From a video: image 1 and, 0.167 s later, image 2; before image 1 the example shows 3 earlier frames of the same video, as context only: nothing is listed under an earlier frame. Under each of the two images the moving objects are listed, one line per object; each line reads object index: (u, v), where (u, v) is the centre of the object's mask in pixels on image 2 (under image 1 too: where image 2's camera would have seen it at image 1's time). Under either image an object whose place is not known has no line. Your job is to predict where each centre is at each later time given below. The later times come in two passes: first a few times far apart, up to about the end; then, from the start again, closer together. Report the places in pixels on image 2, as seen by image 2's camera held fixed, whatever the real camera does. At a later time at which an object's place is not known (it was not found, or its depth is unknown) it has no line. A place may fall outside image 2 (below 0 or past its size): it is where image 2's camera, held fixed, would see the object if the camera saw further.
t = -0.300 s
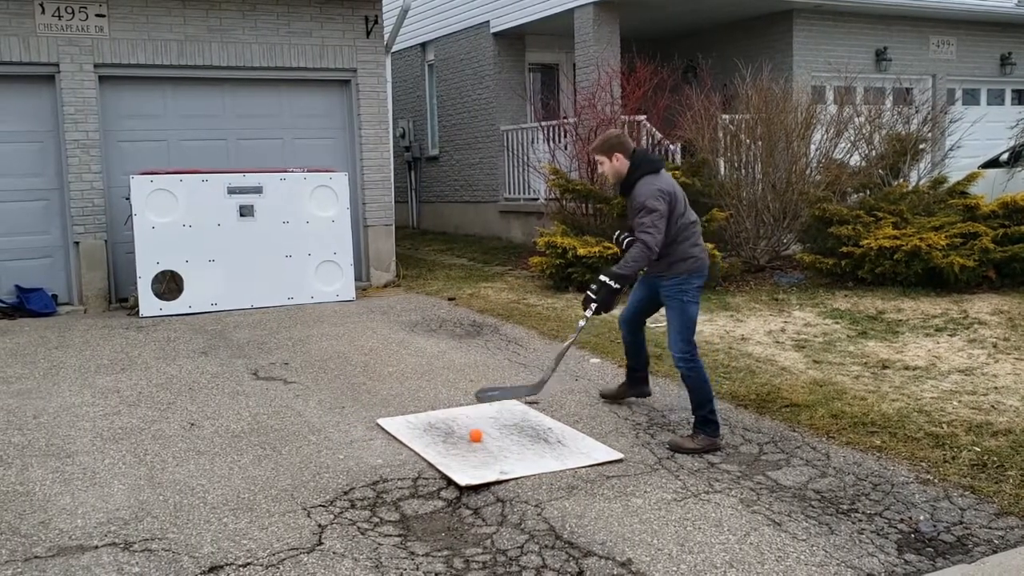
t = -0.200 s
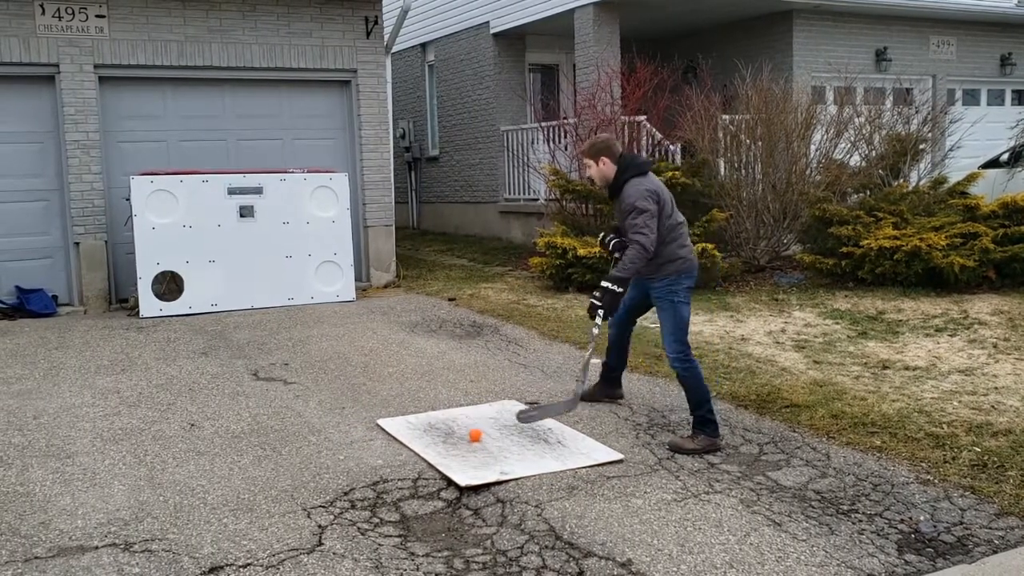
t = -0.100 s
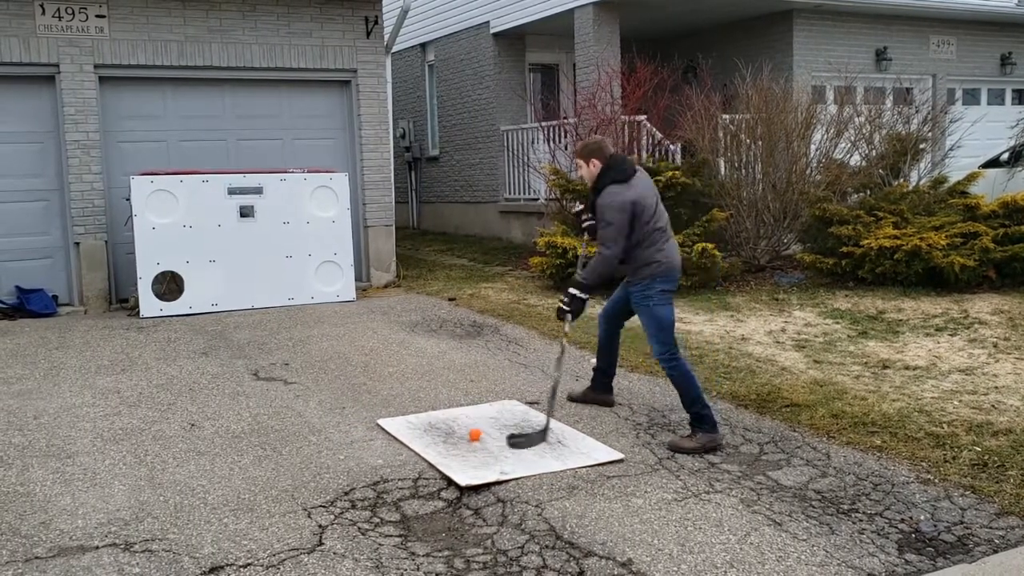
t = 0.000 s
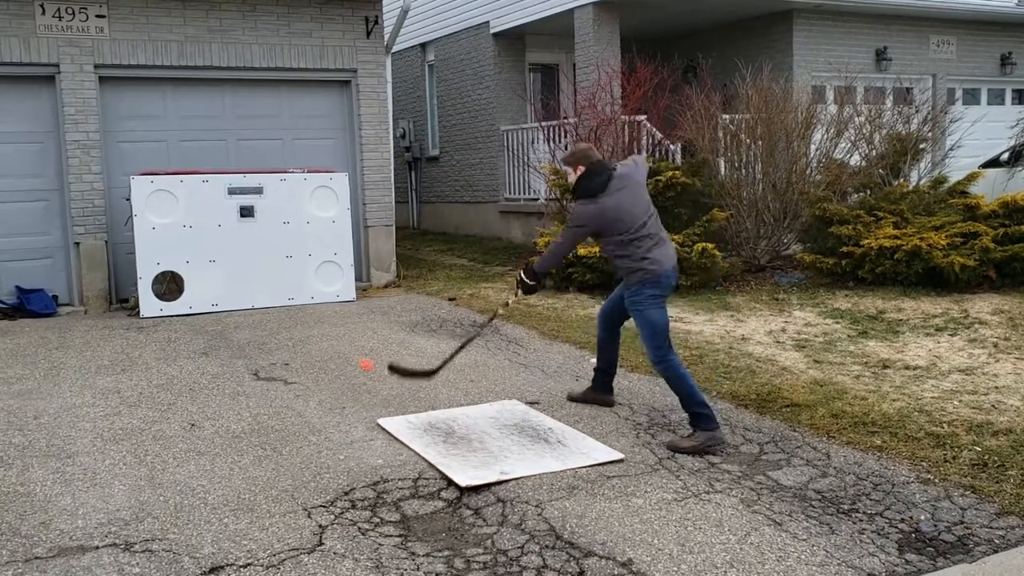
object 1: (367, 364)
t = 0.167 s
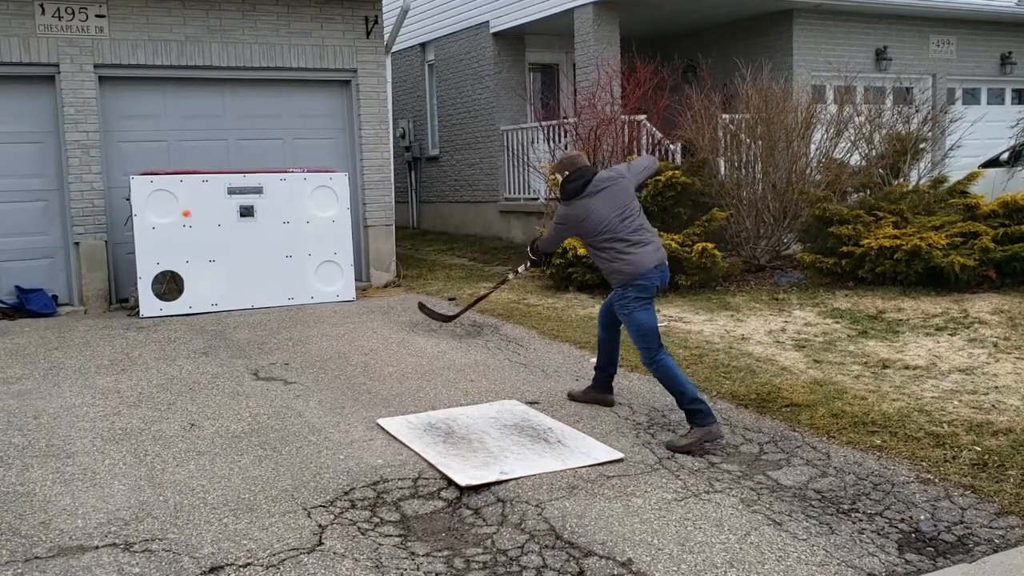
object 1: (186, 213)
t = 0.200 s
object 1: (188, 202)
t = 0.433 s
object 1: (216, 157)
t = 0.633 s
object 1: (248, 166)
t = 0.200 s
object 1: (188, 202)
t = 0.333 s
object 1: (202, 169)
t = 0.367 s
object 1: (207, 164)
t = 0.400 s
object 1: (211, 159)
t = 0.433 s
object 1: (216, 157)
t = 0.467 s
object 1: (220, 154)
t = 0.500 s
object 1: (225, 153)
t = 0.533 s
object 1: (230, 155)
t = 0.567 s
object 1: (236, 157)
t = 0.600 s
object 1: (242, 161)
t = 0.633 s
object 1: (248, 166)
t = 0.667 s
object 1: (254, 174)
